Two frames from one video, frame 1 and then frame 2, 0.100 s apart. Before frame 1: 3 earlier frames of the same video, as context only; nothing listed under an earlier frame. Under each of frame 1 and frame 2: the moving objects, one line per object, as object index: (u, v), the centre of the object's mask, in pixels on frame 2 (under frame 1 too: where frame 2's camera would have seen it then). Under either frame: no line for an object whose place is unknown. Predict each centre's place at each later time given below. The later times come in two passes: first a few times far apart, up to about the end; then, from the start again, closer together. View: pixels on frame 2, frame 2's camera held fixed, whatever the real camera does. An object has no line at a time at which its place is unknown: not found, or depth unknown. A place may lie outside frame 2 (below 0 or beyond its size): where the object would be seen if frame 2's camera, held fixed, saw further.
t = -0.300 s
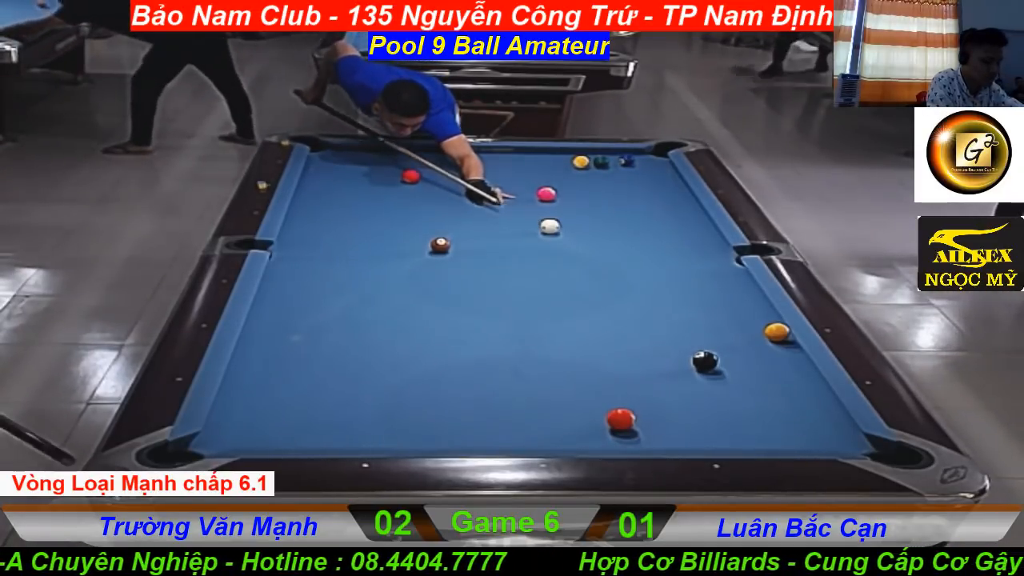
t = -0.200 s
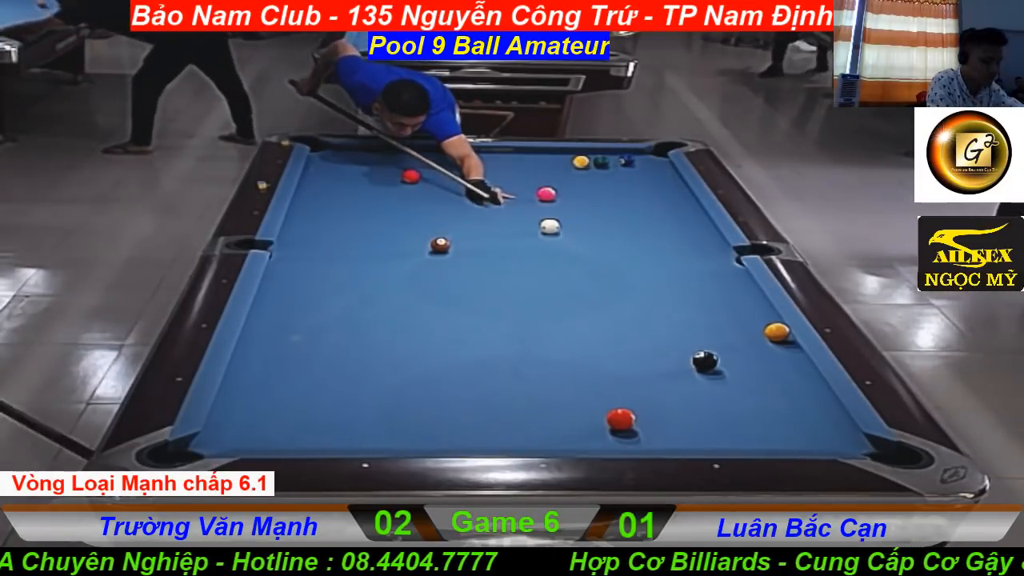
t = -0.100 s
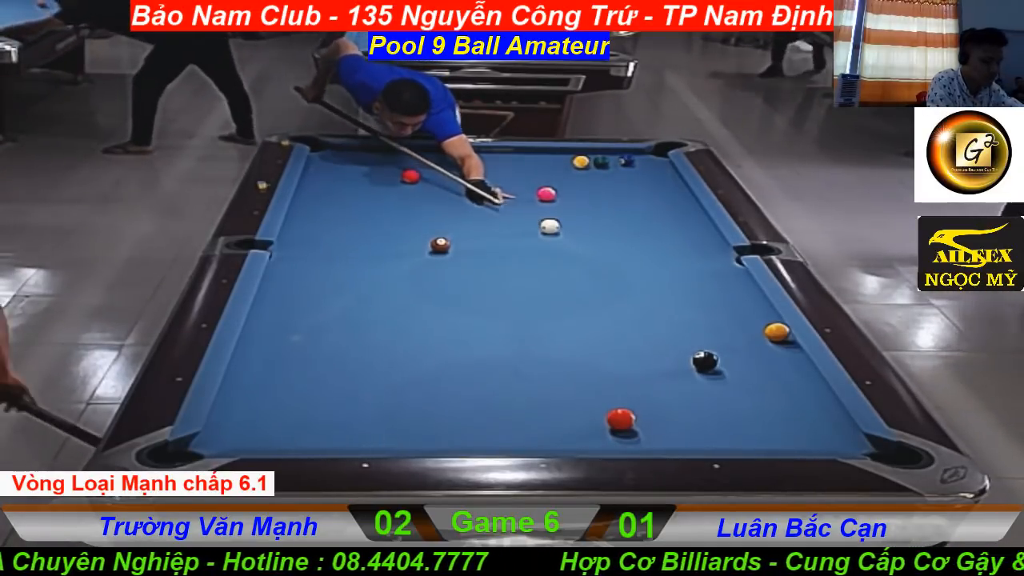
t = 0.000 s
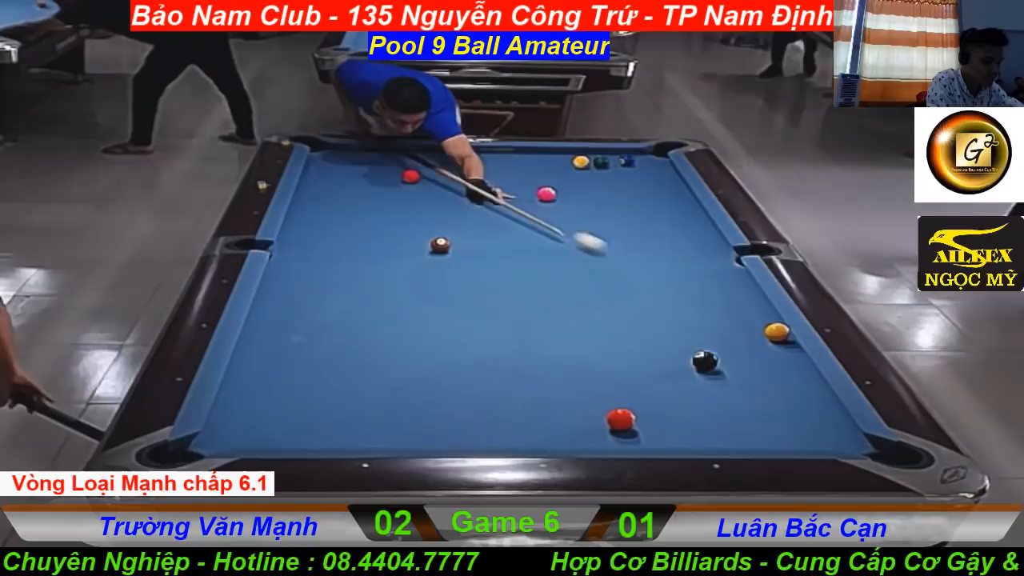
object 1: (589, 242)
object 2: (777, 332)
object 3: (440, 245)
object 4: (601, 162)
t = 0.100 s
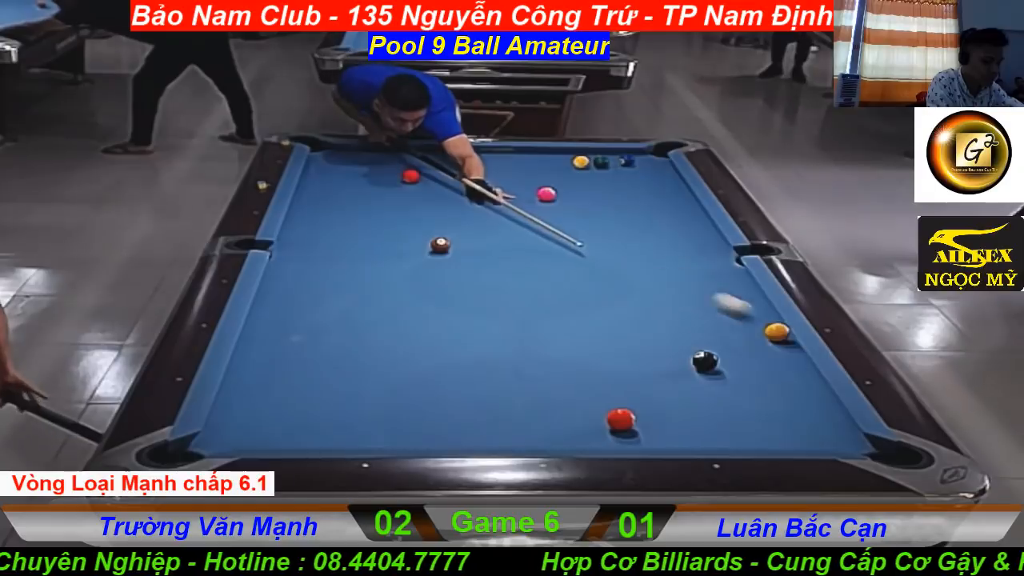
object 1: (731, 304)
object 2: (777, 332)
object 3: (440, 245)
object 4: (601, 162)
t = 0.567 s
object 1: (423, 404)
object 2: (727, 327)
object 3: (440, 245)
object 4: (601, 162)
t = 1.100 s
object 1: (343, 378)
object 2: (644, 213)
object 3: (440, 245)
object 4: (601, 162)
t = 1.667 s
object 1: (514, 304)
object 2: (636, 163)
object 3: (440, 245)
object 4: (565, 154)
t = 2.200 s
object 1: (631, 253)
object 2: (658, 156)
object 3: (440, 245)
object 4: (536, 176)
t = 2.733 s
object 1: (688, 217)
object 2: (651, 156)
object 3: (440, 245)
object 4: (506, 198)
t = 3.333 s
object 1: (622, 194)
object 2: (648, 157)
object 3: (440, 245)
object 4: (469, 224)
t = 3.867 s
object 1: (573, 176)
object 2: (648, 157)
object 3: (431, 251)
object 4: (447, 241)
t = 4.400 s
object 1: (534, 163)
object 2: (648, 157)
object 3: (409, 267)
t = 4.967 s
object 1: (498, 150)
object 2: (648, 157)
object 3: (389, 281)
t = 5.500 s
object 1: (482, 153)
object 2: (648, 157)
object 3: (373, 292)
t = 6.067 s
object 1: (470, 157)
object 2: (648, 157)
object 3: (361, 301)
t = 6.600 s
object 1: (462, 160)
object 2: (648, 157)
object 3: (354, 307)
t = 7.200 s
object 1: (457, 162)
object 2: (648, 157)
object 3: (351, 310)
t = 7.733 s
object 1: (457, 162)
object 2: (648, 157)
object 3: (351, 310)
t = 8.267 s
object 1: (457, 162)
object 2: (648, 157)
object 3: (351, 310)
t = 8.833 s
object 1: (457, 162)
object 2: (648, 157)
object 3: (351, 310)
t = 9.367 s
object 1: (457, 162)
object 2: (648, 157)
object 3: (351, 310)
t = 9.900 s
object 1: (457, 162)
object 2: (648, 157)
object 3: (351, 310)
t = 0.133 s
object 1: (770, 322)
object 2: (779, 336)
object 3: (440, 245)
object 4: (601, 162)
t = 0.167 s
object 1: (743, 329)
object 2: (786, 359)
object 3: (440, 245)
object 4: (601, 162)
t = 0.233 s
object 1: (686, 339)
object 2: (802, 409)
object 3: (440, 245)
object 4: (601, 162)
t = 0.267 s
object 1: (658, 343)
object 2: (810, 434)
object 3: (440, 245)
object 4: (601, 162)
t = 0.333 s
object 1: (604, 355)
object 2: (793, 418)
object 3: (440, 245)
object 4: (601, 162)
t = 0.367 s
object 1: (578, 361)
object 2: (781, 402)
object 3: (440, 245)
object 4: (601, 162)
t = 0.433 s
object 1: (527, 374)
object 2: (760, 373)
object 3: (440, 245)
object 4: (601, 162)
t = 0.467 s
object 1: (501, 381)
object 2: (751, 360)
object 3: (440, 245)
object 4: (601, 162)
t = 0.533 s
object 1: (450, 396)
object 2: (734, 337)
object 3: (440, 245)
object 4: (601, 162)
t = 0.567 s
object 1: (423, 404)
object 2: (727, 327)
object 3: (440, 245)
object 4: (601, 162)
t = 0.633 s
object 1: (368, 420)
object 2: (713, 308)
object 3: (440, 245)
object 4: (601, 162)
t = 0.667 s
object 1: (339, 428)
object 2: (707, 300)
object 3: (440, 245)
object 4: (601, 162)
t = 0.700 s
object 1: (310, 436)
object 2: (701, 291)
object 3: (440, 245)
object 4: (601, 162)
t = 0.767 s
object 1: (256, 436)
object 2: (690, 276)
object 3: (440, 245)
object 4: (601, 162)
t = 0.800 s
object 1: (233, 431)
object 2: (685, 269)
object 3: (440, 245)
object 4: (601, 162)
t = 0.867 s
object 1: (241, 419)
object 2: (675, 255)
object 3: (440, 245)
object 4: (601, 162)
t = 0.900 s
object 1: (260, 412)
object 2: (670, 248)
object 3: (440, 245)
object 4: (601, 162)
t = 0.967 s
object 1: (292, 400)
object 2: (660, 235)
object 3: (440, 245)
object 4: (601, 162)
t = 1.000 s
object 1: (306, 395)
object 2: (656, 230)
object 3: (440, 245)
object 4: (601, 162)
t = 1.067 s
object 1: (331, 383)
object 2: (648, 218)
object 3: (440, 245)
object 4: (601, 162)
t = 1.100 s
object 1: (343, 378)
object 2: (644, 213)
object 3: (440, 245)
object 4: (601, 162)
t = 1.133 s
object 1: (355, 373)
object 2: (640, 207)
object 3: (440, 245)
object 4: (601, 162)
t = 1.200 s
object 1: (378, 363)
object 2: (633, 197)
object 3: (440, 245)
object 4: (601, 162)
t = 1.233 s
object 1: (389, 358)
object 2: (629, 192)
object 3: (440, 245)
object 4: (601, 162)
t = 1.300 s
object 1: (410, 349)
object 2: (623, 183)
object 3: (440, 245)
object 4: (601, 162)
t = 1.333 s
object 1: (421, 345)
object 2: (619, 178)
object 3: (440, 245)
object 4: (601, 162)
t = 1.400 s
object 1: (441, 336)
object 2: (613, 170)
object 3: (440, 245)
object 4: (600, 162)
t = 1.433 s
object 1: (451, 332)
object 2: (610, 166)
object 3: (440, 245)
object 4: (598, 161)
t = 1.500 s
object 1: (470, 323)
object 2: (620, 163)
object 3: (440, 245)
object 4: (586, 153)
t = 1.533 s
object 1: (479, 319)
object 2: (624, 163)
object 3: (440, 245)
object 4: (579, 151)
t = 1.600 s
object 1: (497, 312)
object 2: (630, 163)
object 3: (440, 245)
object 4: (569, 152)
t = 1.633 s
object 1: (506, 308)
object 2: (633, 163)
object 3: (440, 245)
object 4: (567, 154)
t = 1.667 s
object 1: (514, 304)
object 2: (636, 163)
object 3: (440, 245)
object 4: (565, 154)
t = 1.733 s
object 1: (531, 297)
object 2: (640, 162)
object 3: (440, 245)
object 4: (561, 158)
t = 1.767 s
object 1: (539, 293)
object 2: (642, 161)
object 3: (440, 245)
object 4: (559, 159)
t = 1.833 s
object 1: (554, 286)
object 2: (646, 161)
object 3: (440, 245)
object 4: (556, 161)
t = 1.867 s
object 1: (562, 283)
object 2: (648, 160)
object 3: (440, 245)
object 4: (554, 163)
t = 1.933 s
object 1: (577, 277)
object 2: (651, 159)
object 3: (440, 245)
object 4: (551, 165)
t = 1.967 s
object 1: (584, 274)
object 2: (653, 158)
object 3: (440, 245)
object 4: (548, 167)
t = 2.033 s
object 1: (598, 268)
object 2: (657, 157)
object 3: (440, 245)
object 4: (546, 169)
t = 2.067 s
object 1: (605, 265)
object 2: (658, 157)
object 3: (440, 245)
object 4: (543, 171)
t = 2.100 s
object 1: (612, 262)
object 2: (659, 156)
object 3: (440, 245)
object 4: (541, 172)
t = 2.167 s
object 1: (625, 256)
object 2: (658, 156)
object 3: (440, 245)
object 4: (538, 175)
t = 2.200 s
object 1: (631, 253)
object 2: (658, 156)
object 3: (440, 245)
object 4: (536, 176)
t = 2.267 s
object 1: (644, 248)
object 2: (657, 156)
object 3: (440, 245)
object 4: (532, 178)
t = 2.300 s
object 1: (650, 245)
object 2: (656, 156)
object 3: (440, 245)
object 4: (530, 180)
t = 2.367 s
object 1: (662, 240)
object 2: (655, 156)
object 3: (440, 245)
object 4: (527, 183)
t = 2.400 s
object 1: (668, 238)
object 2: (655, 156)
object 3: (440, 245)
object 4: (525, 184)
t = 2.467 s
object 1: (679, 233)
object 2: (654, 156)
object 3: (440, 245)
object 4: (521, 187)
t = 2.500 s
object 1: (685, 230)
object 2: (653, 156)
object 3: (440, 245)
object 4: (520, 188)
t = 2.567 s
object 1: (695, 225)
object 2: (652, 156)
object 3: (440, 245)
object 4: (515, 191)
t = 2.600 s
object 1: (700, 223)
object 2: (652, 156)
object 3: (440, 245)
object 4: (513, 192)
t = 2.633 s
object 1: (703, 221)
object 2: (652, 156)
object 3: (440, 245)
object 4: (512, 194)
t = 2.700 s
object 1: (692, 218)
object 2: (651, 156)
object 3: (440, 245)
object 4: (508, 197)
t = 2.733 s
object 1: (688, 217)
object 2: (651, 156)
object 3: (440, 245)
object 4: (506, 198)
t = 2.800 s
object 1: (680, 214)
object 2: (650, 156)
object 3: (440, 245)
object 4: (502, 201)
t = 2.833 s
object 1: (676, 213)
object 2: (650, 156)
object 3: (440, 245)
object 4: (500, 202)
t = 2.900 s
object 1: (669, 210)
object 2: (649, 156)
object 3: (440, 245)
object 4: (496, 205)
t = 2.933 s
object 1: (665, 209)
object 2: (649, 156)
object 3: (440, 245)
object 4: (494, 206)
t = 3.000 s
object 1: (657, 206)
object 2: (649, 157)
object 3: (440, 245)
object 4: (489, 210)
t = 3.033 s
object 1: (653, 205)
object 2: (649, 157)
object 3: (440, 245)
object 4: (488, 211)
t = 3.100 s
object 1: (646, 202)
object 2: (649, 157)
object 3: (440, 245)
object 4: (484, 214)
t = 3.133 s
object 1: (643, 201)
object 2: (649, 157)
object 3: (440, 245)
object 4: (482, 215)
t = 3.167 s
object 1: (639, 200)
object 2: (648, 157)
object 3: (440, 245)
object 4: (479, 217)
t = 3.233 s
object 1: (632, 197)
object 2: (648, 157)
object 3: (440, 245)
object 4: (476, 219)
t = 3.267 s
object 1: (629, 196)
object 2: (648, 157)
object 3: (440, 245)
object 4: (473, 221)
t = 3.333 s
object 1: (622, 194)
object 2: (648, 157)
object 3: (440, 245)
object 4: (469, 224)
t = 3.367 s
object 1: (618, 192)
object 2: (648, 157)
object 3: (440, 245)
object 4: (467, 226)
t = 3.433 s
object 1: (612, 190)
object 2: (648, 157)
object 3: (439, 245)
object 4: (464, 228)
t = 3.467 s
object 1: (609, 189)
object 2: (648, 157)
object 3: (439, 245)
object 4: (461, 230)
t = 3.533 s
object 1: (603, 187)
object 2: (648, 157)
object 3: (440, 245)
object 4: (457, 233)
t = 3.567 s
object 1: (600, 186)
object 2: (648, 157)
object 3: (440, 245)
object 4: (456, 234)
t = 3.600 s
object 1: (597, 185)
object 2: (648, 157)
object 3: (440, 245)
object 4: (454, 235)
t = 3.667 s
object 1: (591, 183)
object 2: (648, 157)
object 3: (440, 245)
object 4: (451, 237)
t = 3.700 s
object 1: (588, 182)
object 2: (648, 157)
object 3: (439, 245)
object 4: (450, 238)
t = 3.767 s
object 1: (582, 180)
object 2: (648, 157)
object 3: (436, 248)
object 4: (449, 239)
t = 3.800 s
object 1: (579, 178)
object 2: (648, 157)
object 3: (434, 249)
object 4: (448, 239)
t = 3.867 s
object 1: (573, 176)
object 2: (648, 157)
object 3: (431, 251)
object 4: (447, 241)
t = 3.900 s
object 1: (571, 176)
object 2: (648, 157)
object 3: (430, 252)
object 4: (446, 242)
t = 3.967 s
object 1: (566, 174)
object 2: (648, 157)
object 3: (427, 253)
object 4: (445, 242)
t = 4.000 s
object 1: (563, 173)
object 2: (648, 157)
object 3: (426, 255)
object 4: (445, 243)
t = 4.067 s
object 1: (558, 171)
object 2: (648, 157)
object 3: (423, 257)
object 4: (444, 243)
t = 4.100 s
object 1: (555, 170)
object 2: (648, 157)
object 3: (421, 258)
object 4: (444, 244)
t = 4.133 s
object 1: (553, 169)
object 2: (648, 157)
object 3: (419, 259)
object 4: (444, 244)
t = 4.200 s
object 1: (548, 168)
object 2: (648, 157)
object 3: (417, 261)
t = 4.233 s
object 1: (545, 167)
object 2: (648, 157)
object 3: (416, 262)
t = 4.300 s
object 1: (540, 165)
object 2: (648, 157)
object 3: (413, 263)
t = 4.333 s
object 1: (538, 164)
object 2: (648, 157)
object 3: (411, 264)
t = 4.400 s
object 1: (534, 163)
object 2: (648, 157)
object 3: (409, 267)
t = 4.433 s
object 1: (531, 162)
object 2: (648, 157)
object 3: (407, 268)
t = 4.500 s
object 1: (527, 160)
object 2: (648, 157)
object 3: (404, 270)
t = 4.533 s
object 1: (525, 159)
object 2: (648, 157)
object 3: (403, 270)
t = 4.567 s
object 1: (522, 158)
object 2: (648, 157)
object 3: (402, 271)
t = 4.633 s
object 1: (518, 157)
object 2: (648, 157)
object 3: (399, 273)
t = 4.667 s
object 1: (516, 156)
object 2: (648, 157)
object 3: (398, 274)
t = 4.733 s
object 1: (512, 155)
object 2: (648, 157)
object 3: (396, 276)
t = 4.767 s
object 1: (510, 154)
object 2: (648, 157)
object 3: (395, 277)
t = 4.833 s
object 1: (506, 153)
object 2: (648, 157)
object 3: (393, 278)
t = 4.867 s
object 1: (504, 152)
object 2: (648, 157)
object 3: (391, 279)
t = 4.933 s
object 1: (498, 150)
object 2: (648, 157)
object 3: (388, 281)
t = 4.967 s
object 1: (498, 150)
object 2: (648, 157)
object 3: (389, 281)
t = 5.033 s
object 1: (494, 148)
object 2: (648, 157)
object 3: (386, 283)
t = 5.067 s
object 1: (493, 149)
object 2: (648, 157)
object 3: (385, 283)
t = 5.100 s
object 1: (492, 149)
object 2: (648, 157)
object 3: (384, 284)
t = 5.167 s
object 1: (490, 150)
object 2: (648, 157)
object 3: (382, 286)
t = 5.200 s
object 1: (489, 150)
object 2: (648, 157)
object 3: (381, 286)
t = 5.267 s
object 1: (488, 151)
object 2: (648, 157)
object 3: (379, 288)
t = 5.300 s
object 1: (486, 152)
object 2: (648, 157)
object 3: (378, 289)
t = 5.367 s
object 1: (485, 152)
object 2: (648, 157)
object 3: (377, 289)
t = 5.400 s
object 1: (484, 152)
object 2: (648, 157)
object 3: (376, 290)
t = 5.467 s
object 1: (482, 153)
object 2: (648, 157)
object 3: (374, 291)
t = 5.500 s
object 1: (482, 153)
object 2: (648, 157)
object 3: (373, 292)
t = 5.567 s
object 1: (480, 153)
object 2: (648, 157)
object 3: (371, 293)
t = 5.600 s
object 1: (479, 154)
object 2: (648, 157)
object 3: (371, 294)
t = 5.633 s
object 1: (478, 154)
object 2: (648, 157)
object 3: (370, 294)
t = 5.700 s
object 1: (477, 155)
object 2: (648, 157)
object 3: (369, 296)
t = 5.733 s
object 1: (476, 155)
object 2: (648, 157)
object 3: (367, 297)
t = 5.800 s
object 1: (475, 155)
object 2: (648, 157)
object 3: (366, 298)
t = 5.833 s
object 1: (474, 156)
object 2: (648, 157)
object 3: (366, 298)
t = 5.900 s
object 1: (473, 156)
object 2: (648, 157)
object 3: (364, 299)
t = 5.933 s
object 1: (472, 156)
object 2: (648, 157)
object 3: (363, 299)
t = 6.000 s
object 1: (471, 157)
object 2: (648, 157)
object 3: (362, 300)
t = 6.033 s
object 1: (470, 157)
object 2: (648, 157)
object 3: (362, 301)
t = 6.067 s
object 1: (470, 157)
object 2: (648, 157)
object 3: (361, 301)
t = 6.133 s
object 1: (468, 158)
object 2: (648, 157)
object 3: (360, 302)
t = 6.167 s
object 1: (467, 158)
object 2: (648, 157)
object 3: (359, 302)
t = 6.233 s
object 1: (467, 158)
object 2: (648, 157)
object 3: (358, 303)
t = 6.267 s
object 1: (466, 158)
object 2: (648, 157)
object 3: (358, 303)
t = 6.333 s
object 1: (465, 159)
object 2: (648, 157)
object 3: (357, 304)
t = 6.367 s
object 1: (465, 159)
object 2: (648, 157)
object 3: (357, 304)
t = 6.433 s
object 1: (464, 159)
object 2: (648, 157)
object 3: (356, 305)
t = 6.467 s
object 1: (463, 159)
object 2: (648, 157)
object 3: (355, 305)
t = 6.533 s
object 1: (462, 160)
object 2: (648, 157)
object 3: (354, 307)
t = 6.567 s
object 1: (462, 160)
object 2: (648, 157)
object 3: (354, 307)
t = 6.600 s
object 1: (462, 160)
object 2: (648, 157)
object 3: (354, 307)
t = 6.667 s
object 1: (461, 160)
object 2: (648, 157)
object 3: (353, 307)
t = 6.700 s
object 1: (461, 160)
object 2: (648, 157)
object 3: (353, 308)
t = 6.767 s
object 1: (460, 160)
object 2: (648, 157)
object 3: (353, 308)
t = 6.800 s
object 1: (460, 161)
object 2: (648, 157)
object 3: (352, 309)
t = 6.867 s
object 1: (460, 161)
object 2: (648, 157)
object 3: (352, 309)
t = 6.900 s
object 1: (459, 161)
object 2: (648, 157)
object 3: (352, 309)
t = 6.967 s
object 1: (459, 161)
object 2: (648, 157)
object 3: (351, 310)
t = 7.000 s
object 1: (459, 161)
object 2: (648, 157)
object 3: (351, 310)
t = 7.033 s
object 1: (458, 161)
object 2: (648, 157)
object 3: (351, 310)
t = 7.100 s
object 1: (458, 161)
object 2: (648, 157)
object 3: (351, 310)
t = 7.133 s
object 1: (458, 161)
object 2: (648, 157)
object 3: (351, 310)
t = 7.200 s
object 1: (457, 162)
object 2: (648, 157)
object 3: (351, 310)
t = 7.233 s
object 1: (457, 162)
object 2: (648, 157)
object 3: (351, 310)
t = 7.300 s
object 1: (457, 162)
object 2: (648, 157)
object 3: (351, 310)
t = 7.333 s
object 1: (457, 162)
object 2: (648, 157)
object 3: (351, 310)
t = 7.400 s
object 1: (457, 162)
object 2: (648, 157)
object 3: (351, 310)
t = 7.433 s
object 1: (457, 162)
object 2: (648, 157)
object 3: (351, 310)
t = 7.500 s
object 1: (457, 162)
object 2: (648, 157)
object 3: (351, 310)
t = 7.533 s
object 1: (457, 162)
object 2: (648, 157)
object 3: (351, 310)
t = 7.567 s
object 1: (457, 162)
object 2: (648, 157)
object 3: (351, 310)
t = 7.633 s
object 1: (457, 162)
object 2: (648, 157)
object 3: (351, 310)
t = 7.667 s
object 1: (457, 162)
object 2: (648, 157)
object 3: (351, 310)
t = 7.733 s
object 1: (457, 162)
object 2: (648, 157)
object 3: (351, 310)
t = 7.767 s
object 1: (457, 162)
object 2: (648, 157)
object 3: (351, 310)
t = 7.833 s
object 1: (457, 162)
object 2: (648, 157)
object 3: (351, 310)
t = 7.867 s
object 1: (457, 162)
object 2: (648, 157)
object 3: (351, 310)
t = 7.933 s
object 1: (457, 162)
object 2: (648, 157)
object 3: (351, 310)
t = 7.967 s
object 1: (457, 162)
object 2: (648, 157)
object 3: (351, 310)
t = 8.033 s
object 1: (457, 162)
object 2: (648, 157)
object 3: (351, 310)
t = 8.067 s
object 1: (457, 162)
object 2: (648, 157)
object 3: (351, 310)
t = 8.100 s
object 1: (457, 162)
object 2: (648, 157)
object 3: (351, 310)
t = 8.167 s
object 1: (457, 162)
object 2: (648, 157)
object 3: (351, 310)
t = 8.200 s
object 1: (457, 162)
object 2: (648, 157)
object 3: (351, 310)
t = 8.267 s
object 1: (457, 162)
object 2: (648, 157)
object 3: (351, 310)
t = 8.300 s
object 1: (457, 162)
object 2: (648, 157)
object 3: (351, 310)
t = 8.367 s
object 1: (457, 162)
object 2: (648, 157)
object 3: (351, 310)
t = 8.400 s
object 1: (457, 162)
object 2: (648, 157)
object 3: (351, 310)
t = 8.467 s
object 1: (457, 162)
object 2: (648, 157)
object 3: (351, 310)
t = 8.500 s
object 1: (457, 162)
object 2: (648, 157)
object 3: (351, 310)
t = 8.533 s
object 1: (457, 162)
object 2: (648, 157)
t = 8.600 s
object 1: (457, 162)
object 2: (648, 157)
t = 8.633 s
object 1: (457, 162)
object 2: (648, 157)
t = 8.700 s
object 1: (457, 162)
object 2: (648, 157)
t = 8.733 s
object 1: (457, 162)
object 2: (648, 157)
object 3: (351, 311)
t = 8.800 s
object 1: (457, 162)
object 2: (648, 157)
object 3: (351, 310)
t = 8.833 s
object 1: (457, 162)
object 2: (648, 157)
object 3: (351, 310)
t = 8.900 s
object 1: (457, 162)
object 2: (648, 157)
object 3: (351, 310)
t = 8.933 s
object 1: (457, 162)
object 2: (648, 157)
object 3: (351, 310)
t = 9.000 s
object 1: (457, 162)
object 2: (648, 157)
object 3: (351, 310)
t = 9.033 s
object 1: (457, 162)
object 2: (648, 157)
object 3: (351, 310)
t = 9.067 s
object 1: (457, 162)
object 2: (648, 157)
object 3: (351, 310)
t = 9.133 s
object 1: (457, 162)
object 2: (648, 157)
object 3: (351, 310)
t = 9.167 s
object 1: (457, 162)
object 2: (648, 157)
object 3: (351, 310)
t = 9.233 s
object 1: (457, 162)
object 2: (648, 157)
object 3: (351, 310)
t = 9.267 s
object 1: (457, 162)
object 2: (648, 157)
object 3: (351, 310)
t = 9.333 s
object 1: (457, 162)
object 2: (648, 157)
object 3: (351, 310)
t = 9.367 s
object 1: (457, 162)
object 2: (648, 157)
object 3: (351, 310)
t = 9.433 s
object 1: (457, 162)
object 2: (648, 157)
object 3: (351, 310)
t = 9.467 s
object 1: (457, 162)
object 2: (648, 157)
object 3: (351, 310)
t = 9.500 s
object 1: (457, 162)
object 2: (648, 157)
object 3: (351, 310)
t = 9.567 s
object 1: (457, 162)
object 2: (648, 157)
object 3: (351, 310)
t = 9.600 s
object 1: (457, 162)
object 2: (648, 157)
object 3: (351, 310)
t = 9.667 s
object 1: (457, 162)
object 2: (648, 157)
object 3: (351, 310)
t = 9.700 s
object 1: (457, 162)
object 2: (648, 157)
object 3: (351, 310)
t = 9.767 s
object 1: (457, 162)
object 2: (648, 157)
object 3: (351, 310)
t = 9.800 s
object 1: (457, 162)
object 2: (648, 157)
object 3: (351, 310)
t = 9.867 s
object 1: (457, 162)
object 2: (648, 157)
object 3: (351, 310)
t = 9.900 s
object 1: (457, 162)
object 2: (648, 157)
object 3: (351, 310)
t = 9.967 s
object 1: (457, 162)
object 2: (648, 157)
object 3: (351, 310)
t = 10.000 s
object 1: (457, 162)
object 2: (648, 157)
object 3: (351, 310)
